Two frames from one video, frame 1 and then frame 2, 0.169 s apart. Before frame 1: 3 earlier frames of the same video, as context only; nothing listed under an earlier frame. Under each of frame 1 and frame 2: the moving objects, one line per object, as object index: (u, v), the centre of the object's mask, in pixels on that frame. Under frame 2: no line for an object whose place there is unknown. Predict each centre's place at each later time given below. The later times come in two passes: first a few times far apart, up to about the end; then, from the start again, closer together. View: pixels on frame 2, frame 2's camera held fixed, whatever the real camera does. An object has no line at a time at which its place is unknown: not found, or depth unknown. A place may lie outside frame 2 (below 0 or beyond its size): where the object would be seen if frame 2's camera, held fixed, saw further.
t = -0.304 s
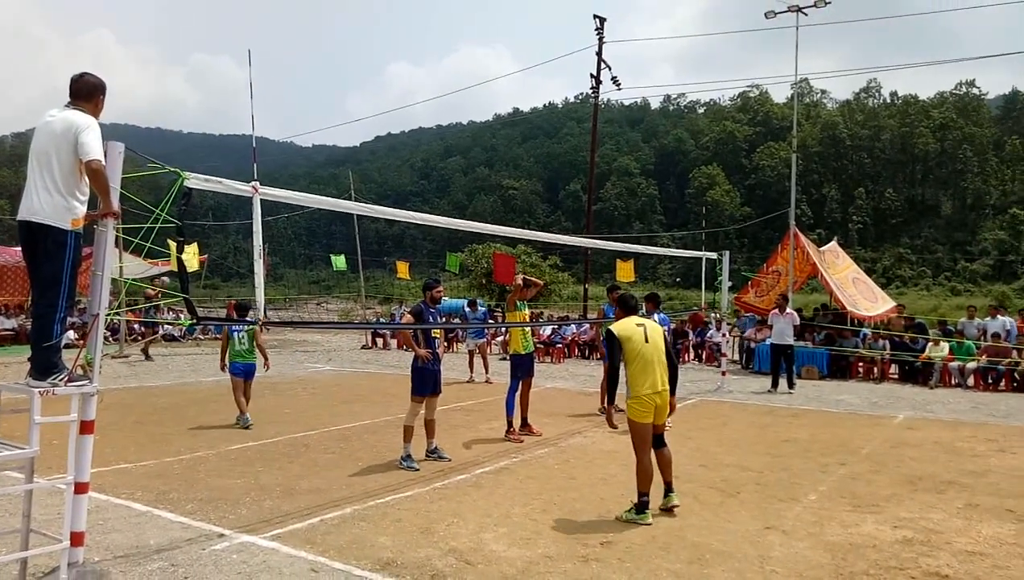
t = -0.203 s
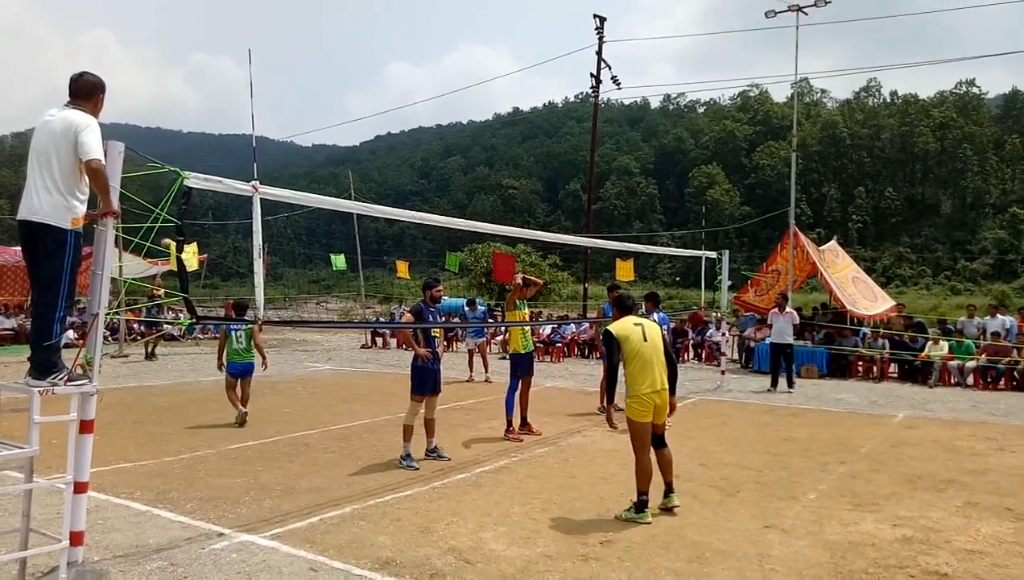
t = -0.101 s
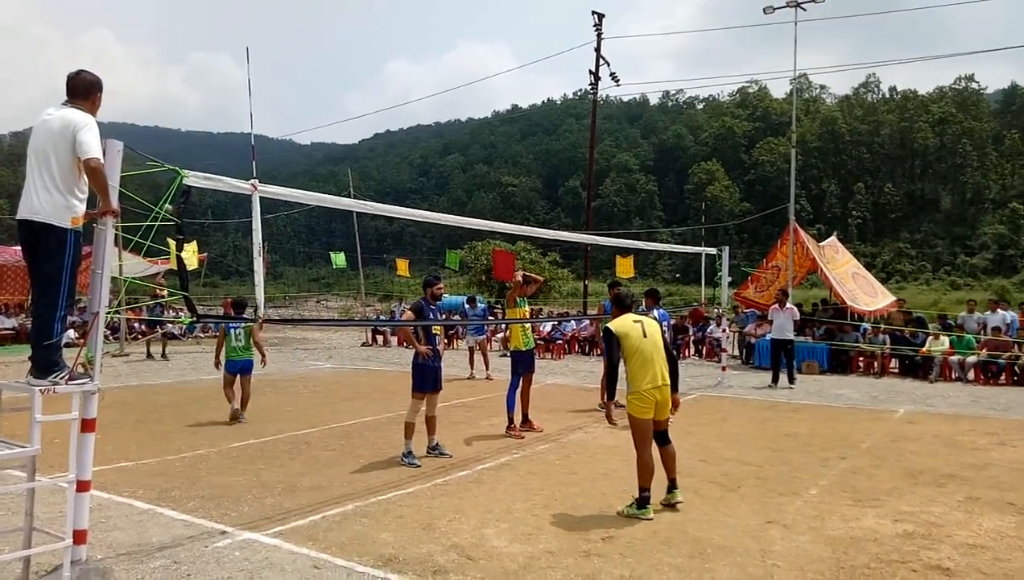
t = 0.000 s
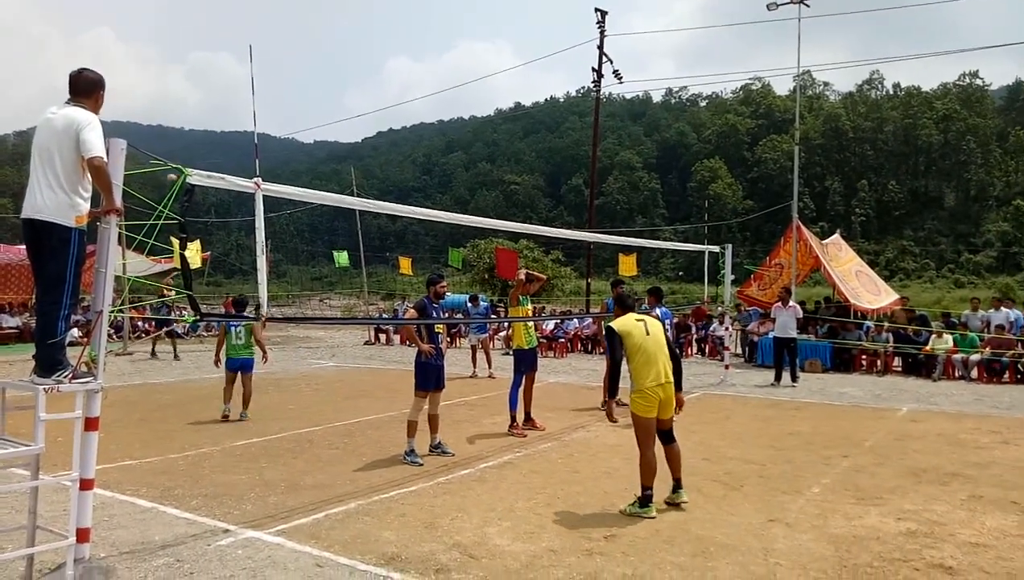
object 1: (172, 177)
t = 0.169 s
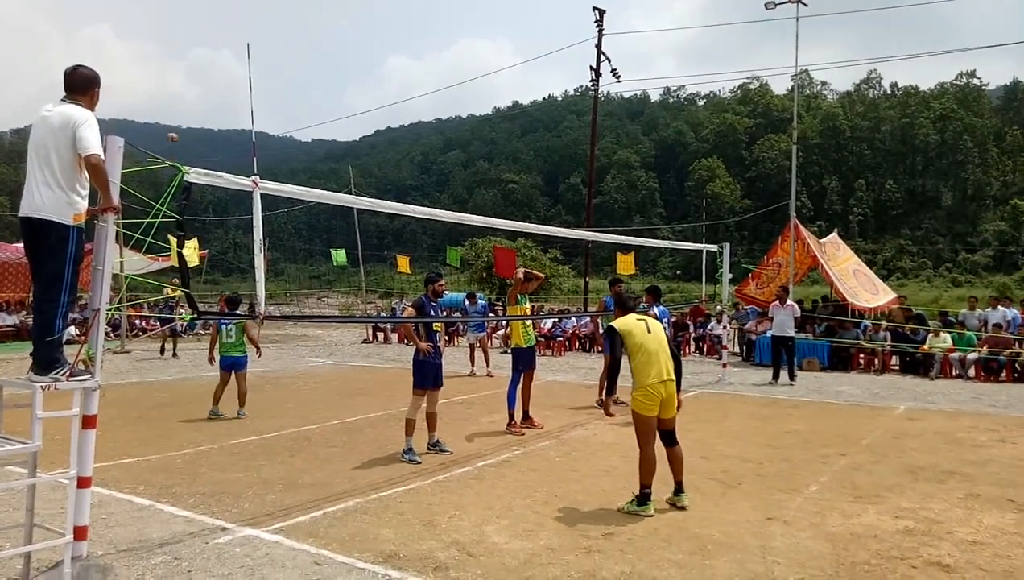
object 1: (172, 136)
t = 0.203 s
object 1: (172, 130)
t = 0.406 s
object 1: (177, 104)
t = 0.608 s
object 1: (184, 94)
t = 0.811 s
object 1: (189, 106)
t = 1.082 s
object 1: (199, 150)
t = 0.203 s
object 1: (172, 130)
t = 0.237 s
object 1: (174, 126)
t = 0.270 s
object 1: (174, 120)
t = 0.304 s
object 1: (175, 115)
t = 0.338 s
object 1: (176, 111)
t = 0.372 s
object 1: (176, 107)
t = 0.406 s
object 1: (177, 104)
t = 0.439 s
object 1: (177, 97)
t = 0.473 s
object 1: (178, 96)
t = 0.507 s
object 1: (178, 95)
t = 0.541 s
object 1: (180, 94)
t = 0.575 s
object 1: (182, 93)
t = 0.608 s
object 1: (184, 94)
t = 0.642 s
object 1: (184, 93)
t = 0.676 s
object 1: (185, 96)
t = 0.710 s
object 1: (186, 97)
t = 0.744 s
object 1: (187, 99)
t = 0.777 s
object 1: (188, 102)
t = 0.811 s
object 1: (189, 106)
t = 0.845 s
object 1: (191, 109)
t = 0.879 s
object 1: (191, 114)
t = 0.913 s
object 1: (192, 118)
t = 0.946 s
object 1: (193, 124)
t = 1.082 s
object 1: (199, 150)
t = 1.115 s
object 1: (199, 160)
